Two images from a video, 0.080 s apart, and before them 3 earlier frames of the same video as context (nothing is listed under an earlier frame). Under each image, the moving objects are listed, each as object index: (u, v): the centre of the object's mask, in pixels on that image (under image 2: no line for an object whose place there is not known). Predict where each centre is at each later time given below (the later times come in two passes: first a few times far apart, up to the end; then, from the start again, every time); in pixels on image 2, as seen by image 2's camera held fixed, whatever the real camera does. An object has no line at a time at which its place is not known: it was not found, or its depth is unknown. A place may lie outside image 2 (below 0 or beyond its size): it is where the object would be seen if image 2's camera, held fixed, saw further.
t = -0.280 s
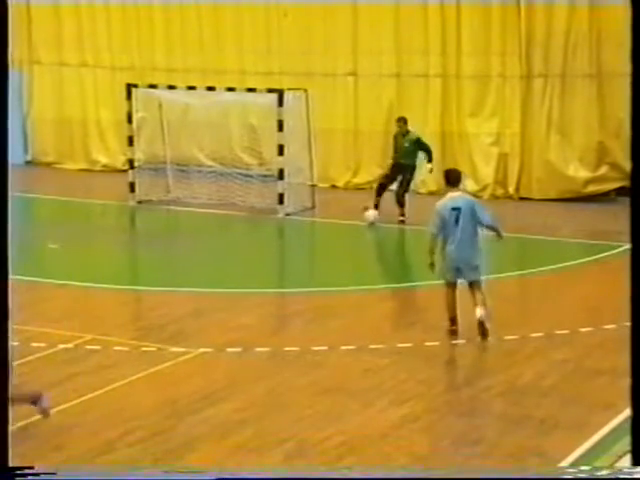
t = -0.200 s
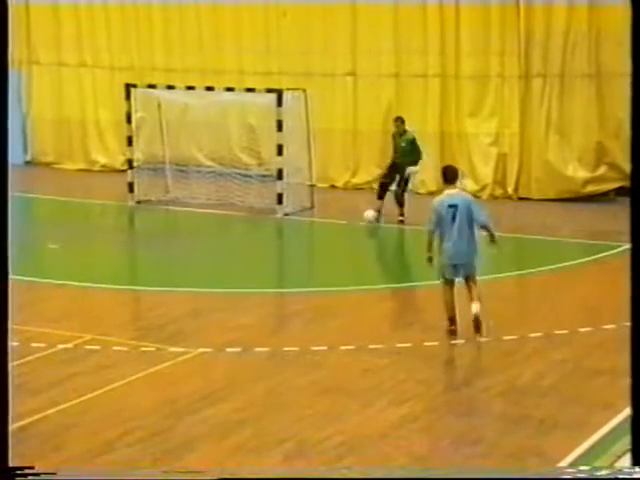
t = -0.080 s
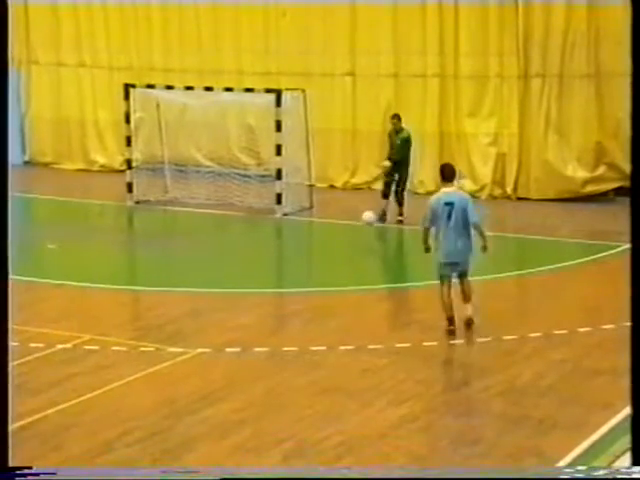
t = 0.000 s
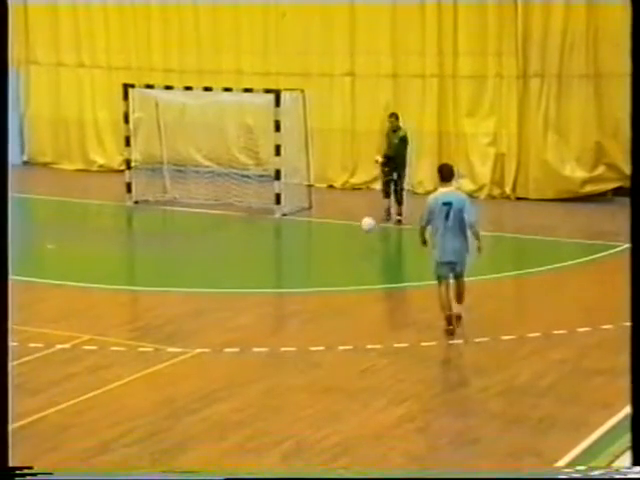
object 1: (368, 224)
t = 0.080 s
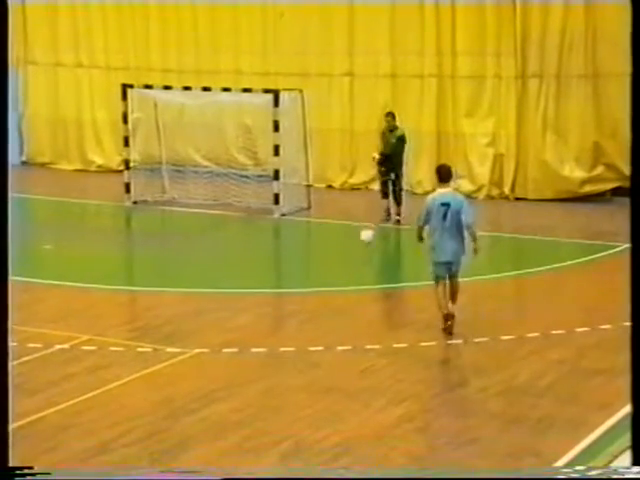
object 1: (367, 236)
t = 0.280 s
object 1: (359, 252)
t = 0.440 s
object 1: (357, 271)
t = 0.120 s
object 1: (364, 245)
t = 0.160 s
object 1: (366, 251)
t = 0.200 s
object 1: (361, 252)
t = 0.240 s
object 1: (360, 250)
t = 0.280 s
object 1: (359, 252)
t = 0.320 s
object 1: (359, 254)
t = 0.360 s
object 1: (359, 259)
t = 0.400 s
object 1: (358, 264)
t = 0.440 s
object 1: (357, 271)
